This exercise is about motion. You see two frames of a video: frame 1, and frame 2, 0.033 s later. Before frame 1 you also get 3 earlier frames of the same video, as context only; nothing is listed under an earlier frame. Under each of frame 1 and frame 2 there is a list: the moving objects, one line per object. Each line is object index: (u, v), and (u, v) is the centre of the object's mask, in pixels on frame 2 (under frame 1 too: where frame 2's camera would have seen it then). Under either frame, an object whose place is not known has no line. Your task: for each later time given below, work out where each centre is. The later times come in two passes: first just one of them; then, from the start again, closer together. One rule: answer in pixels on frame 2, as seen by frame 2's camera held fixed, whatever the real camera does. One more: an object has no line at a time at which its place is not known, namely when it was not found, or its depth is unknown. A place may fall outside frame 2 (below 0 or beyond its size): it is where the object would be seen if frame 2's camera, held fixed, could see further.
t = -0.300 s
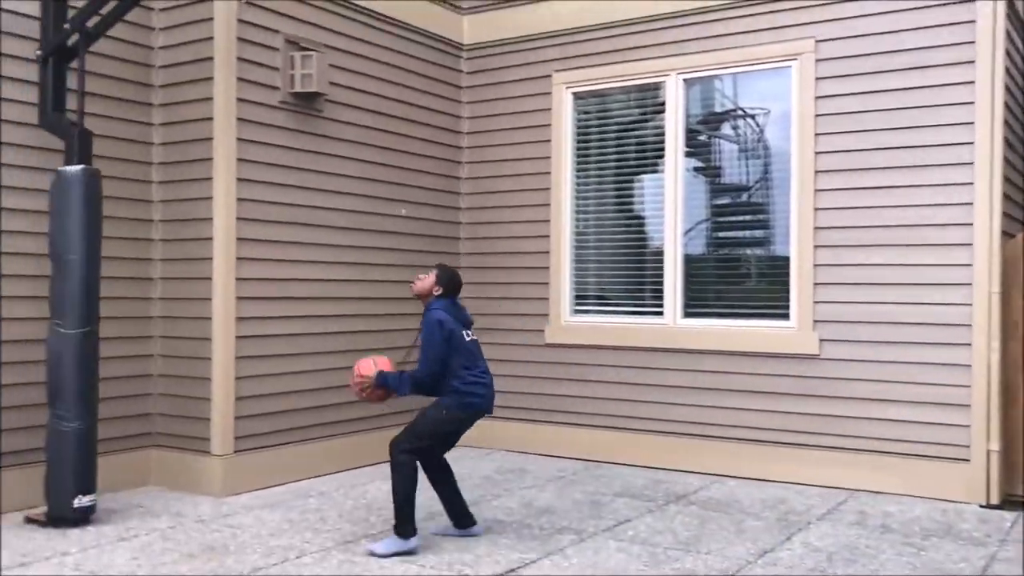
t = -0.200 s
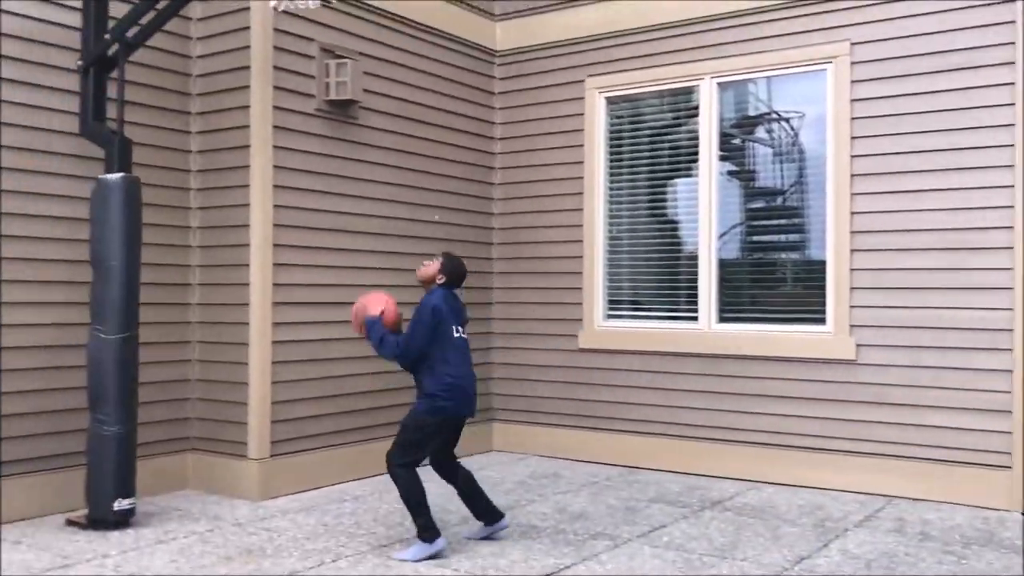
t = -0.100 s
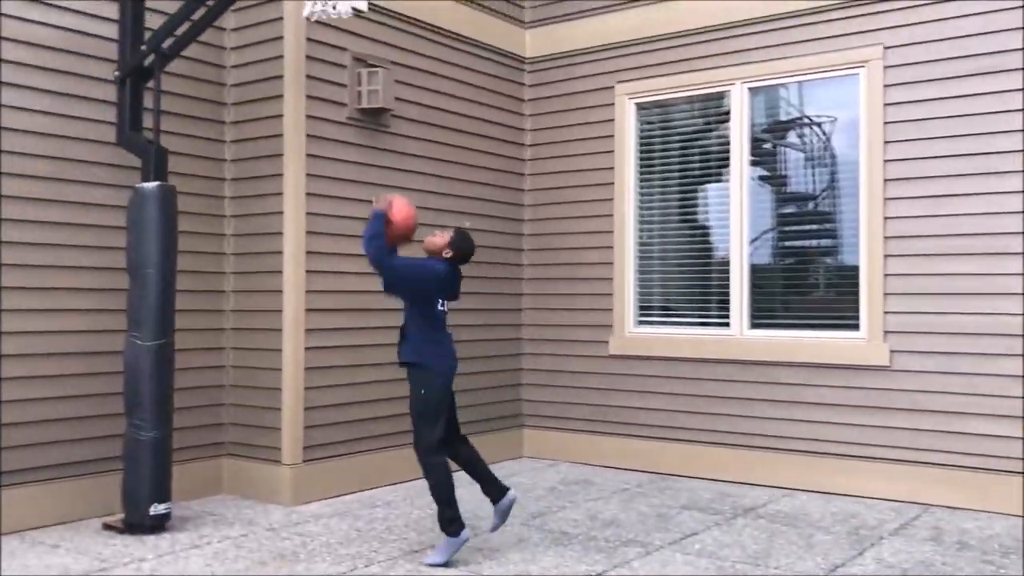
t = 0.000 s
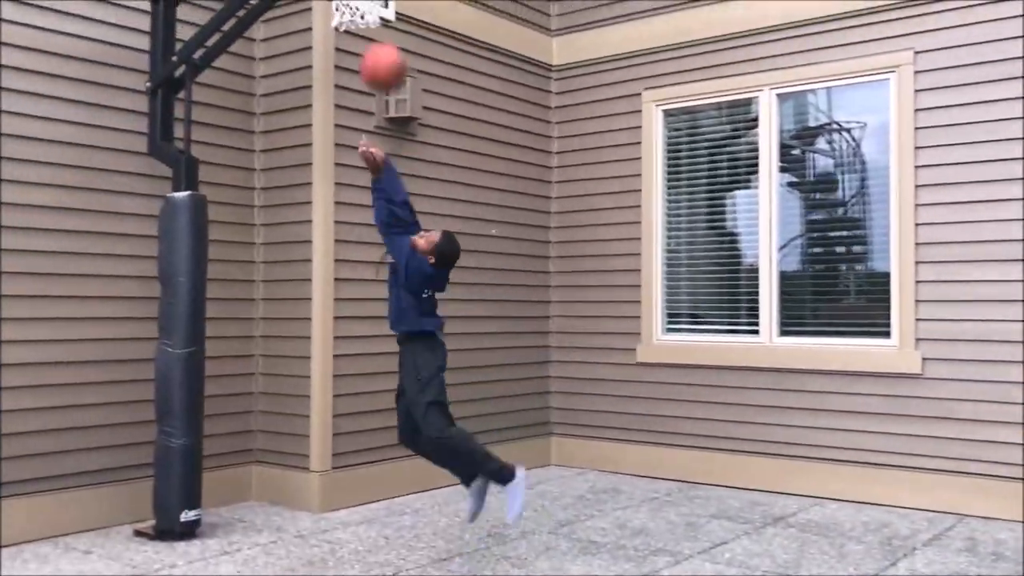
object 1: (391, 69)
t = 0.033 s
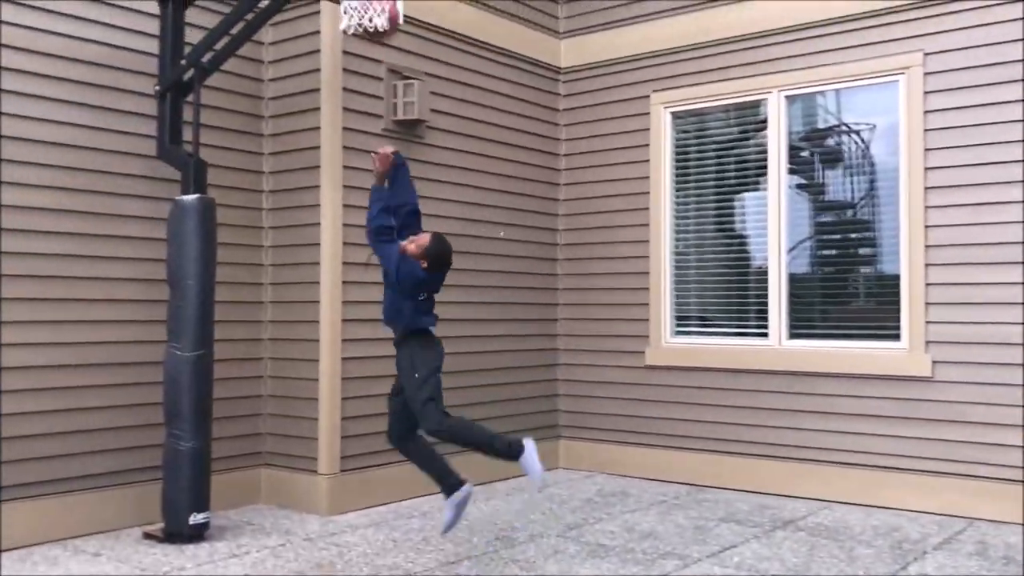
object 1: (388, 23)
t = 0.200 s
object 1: (351, 155)
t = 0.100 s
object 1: (355, 30)
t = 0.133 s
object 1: (356, 64)
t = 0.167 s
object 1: (353, 110)
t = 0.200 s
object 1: (351, 155)
